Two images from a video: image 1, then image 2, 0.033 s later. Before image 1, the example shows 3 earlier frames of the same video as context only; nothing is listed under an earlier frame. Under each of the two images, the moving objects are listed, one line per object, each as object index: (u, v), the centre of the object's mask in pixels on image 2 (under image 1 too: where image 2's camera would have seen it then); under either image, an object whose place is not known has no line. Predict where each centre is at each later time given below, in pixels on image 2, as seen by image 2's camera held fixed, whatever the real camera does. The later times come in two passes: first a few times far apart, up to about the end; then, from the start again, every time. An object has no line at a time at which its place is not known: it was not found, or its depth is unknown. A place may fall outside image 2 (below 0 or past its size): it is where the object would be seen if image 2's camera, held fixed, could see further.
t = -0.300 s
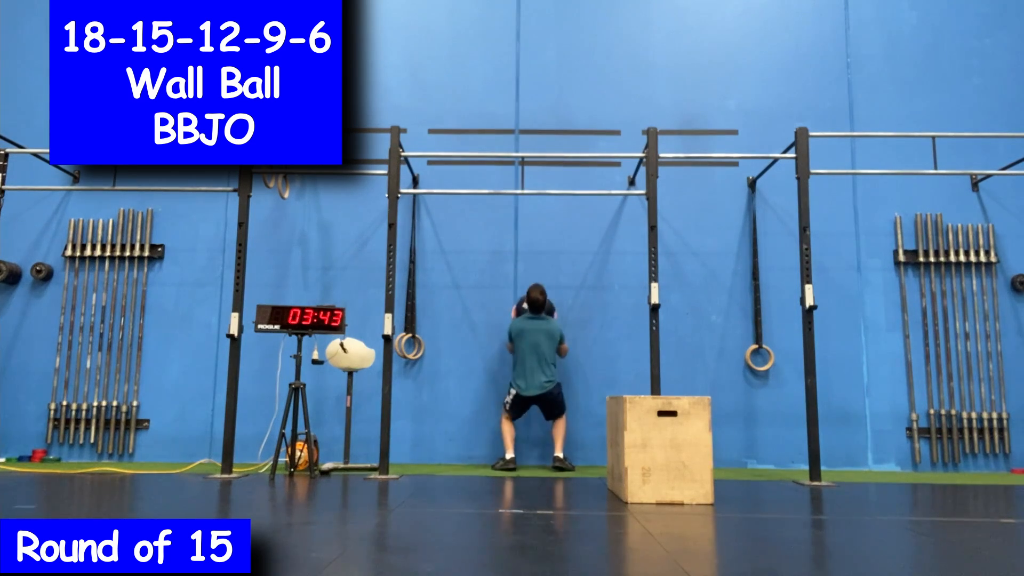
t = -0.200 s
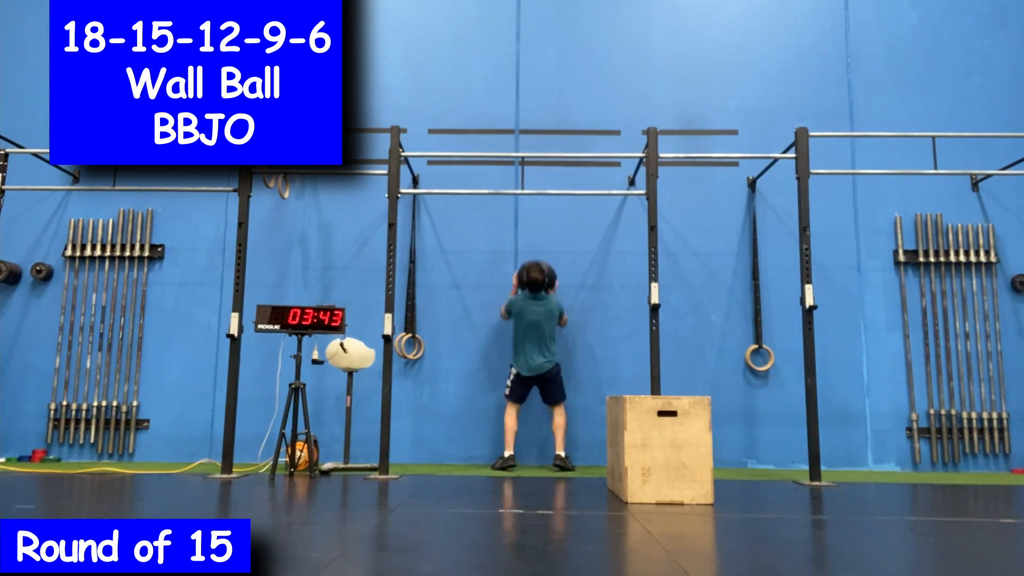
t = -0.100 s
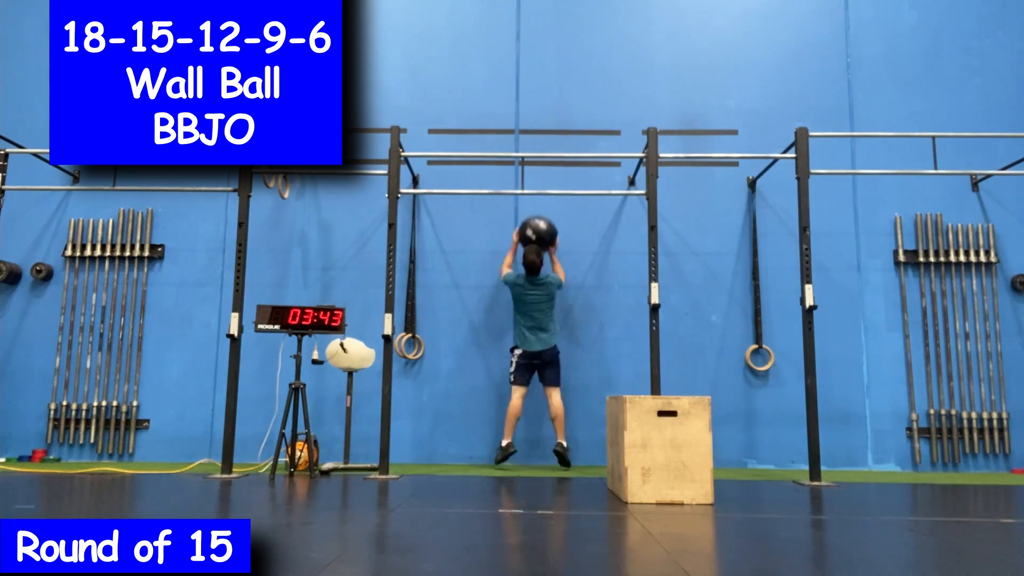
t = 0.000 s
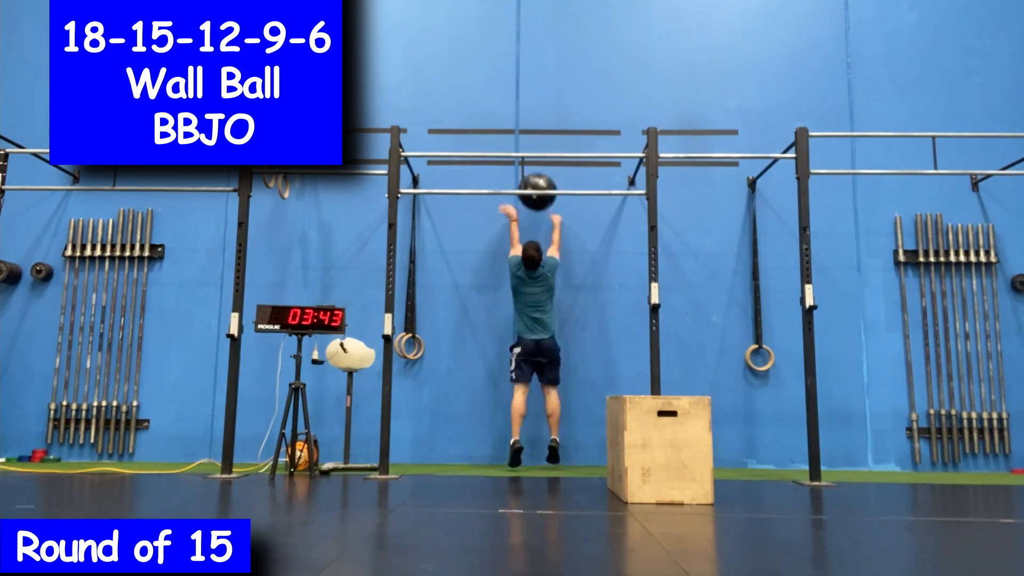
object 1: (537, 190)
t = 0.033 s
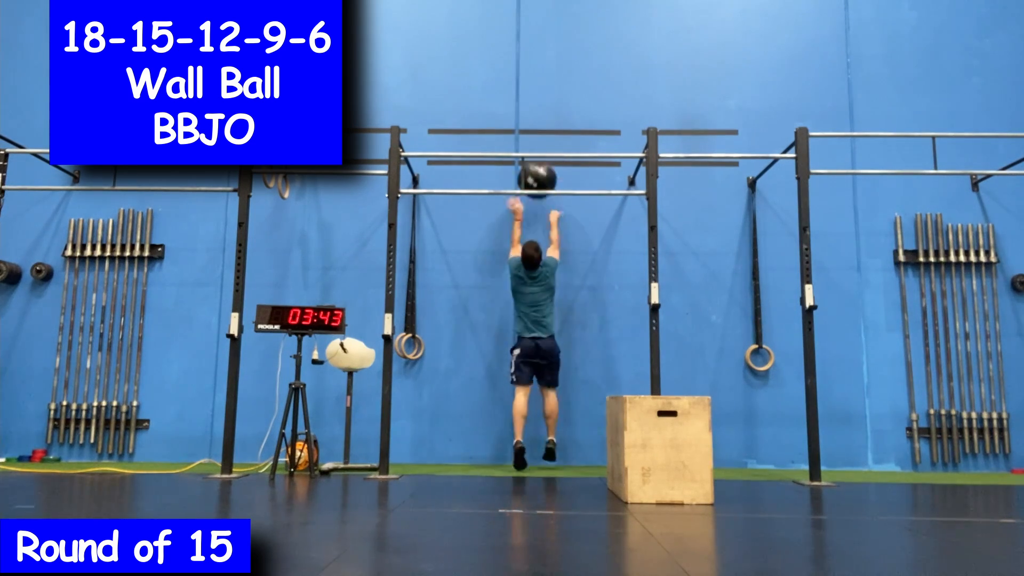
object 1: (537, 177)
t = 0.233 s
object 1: (536, 134)
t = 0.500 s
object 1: (534, 137)
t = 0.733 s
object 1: (532, 187)
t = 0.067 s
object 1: (537, 171)
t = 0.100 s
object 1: (536, 160)
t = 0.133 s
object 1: (536, 151)
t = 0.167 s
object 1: (536, 141)
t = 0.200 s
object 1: (536, 137)
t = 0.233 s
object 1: (536, 134)
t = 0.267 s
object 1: (535, 131)
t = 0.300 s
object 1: (535, 129)
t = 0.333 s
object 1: (535, 128)
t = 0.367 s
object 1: (535, 129)
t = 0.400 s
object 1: (534, 130)
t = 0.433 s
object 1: (534, 132)
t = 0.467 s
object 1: (534, 135)
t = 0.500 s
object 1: (534, 137)
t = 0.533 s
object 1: (533, 139)
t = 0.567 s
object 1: (533, 146)
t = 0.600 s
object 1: (533, 153)
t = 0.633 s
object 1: (533, 161)
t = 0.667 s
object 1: (532, 171)
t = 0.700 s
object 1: (532, 175)
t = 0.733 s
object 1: (532, 187)
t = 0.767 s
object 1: (532, 201)
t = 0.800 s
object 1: (531, 213)
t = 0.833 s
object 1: (531, 226)
